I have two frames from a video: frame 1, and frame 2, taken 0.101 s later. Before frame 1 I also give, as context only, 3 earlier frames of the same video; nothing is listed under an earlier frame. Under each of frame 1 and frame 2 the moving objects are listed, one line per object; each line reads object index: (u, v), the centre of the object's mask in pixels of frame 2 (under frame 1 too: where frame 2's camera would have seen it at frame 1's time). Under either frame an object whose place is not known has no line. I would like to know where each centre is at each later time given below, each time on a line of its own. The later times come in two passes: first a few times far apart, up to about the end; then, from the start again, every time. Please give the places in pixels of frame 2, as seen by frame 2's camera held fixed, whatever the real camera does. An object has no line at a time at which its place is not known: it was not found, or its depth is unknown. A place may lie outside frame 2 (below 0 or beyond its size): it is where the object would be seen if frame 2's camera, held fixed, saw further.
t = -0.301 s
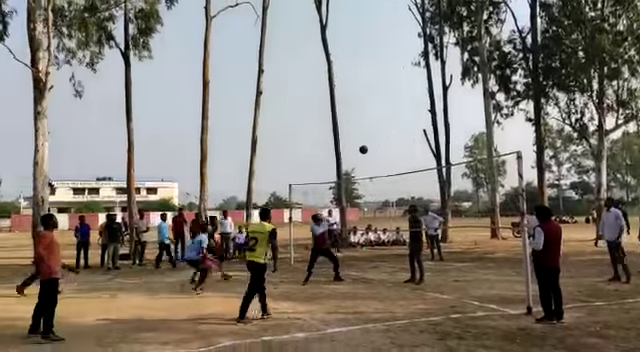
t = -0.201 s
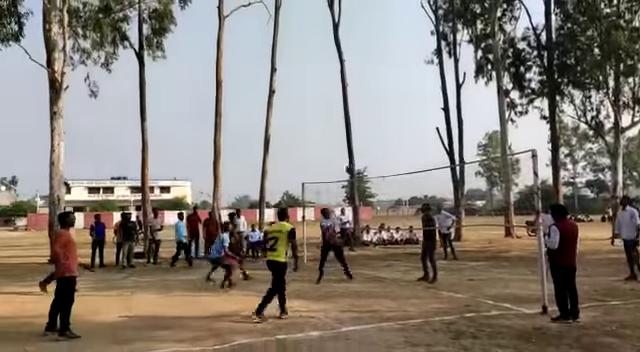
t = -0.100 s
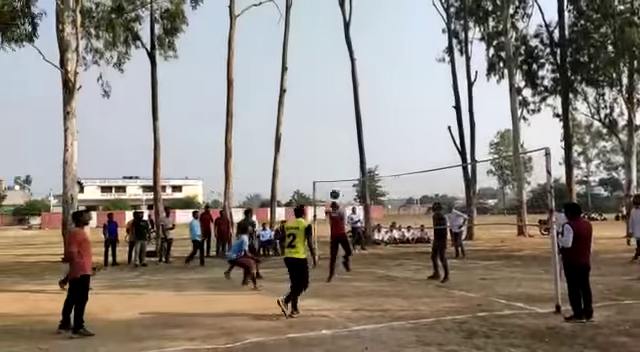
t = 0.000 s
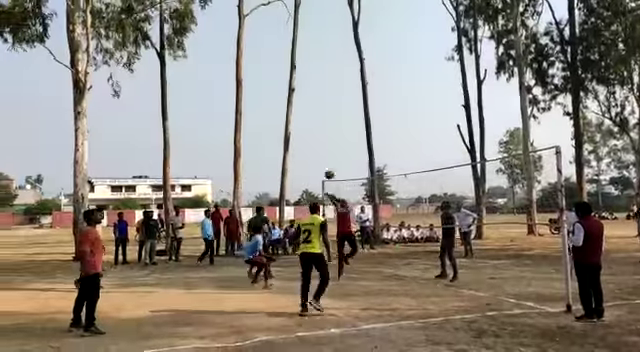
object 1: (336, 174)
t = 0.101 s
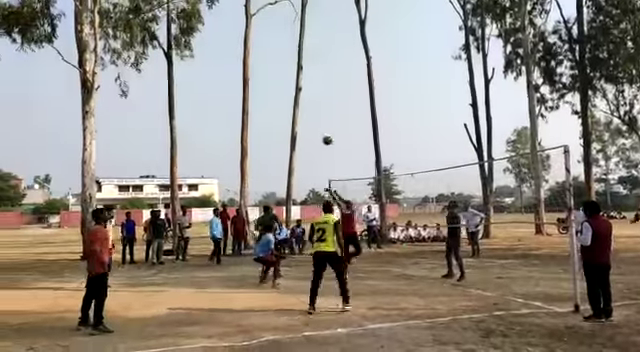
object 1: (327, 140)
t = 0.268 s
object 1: (313, 95)
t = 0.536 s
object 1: (293, 51)
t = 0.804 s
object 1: (274, 37)
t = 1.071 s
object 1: (258, 51)
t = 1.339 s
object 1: (245, 90)
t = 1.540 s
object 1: (236, 136)
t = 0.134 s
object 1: (325, 130)
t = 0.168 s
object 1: (321, 121)
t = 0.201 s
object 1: (319, 111)
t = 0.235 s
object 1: (316, 103)
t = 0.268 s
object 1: (313, 95)
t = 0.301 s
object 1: (310, 88)
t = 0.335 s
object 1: (308, 81)
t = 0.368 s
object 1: (305, 75)
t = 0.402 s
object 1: (302, 68)
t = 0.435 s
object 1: (301, 65)
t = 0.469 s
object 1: (298, 60)
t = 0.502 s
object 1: (295, 55)
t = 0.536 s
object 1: (293, 51)
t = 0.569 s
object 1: (290, 48)
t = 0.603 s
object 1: (288, 45)
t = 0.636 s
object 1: (286, 42)
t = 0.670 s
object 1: (283, 41)
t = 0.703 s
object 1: (281, 39)
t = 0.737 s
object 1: (279, 38)
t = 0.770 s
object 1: (276, 37)
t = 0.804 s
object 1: (274, 37)
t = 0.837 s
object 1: (272, 38)
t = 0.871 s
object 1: (270, 38)
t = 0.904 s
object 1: (268, 40)
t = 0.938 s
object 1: (266, 41)
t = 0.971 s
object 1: (264, 43)
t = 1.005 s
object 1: (262, 45)
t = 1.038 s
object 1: (260, 48)
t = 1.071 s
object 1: (258, 51)
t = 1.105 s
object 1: (257, 55)
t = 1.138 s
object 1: (255, 59)
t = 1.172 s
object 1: (253, 64)
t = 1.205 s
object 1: (251, 68)
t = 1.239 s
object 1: (249, 73)
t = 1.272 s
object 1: (248, 79)
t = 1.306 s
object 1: (247, 84)
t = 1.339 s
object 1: (245, 90)
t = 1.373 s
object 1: (243, 97)
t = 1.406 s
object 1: (242, 104)
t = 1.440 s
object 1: (241, 111)
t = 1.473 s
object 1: (239, 119)
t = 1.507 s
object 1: (238, 127)
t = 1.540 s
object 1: (236, 136)
